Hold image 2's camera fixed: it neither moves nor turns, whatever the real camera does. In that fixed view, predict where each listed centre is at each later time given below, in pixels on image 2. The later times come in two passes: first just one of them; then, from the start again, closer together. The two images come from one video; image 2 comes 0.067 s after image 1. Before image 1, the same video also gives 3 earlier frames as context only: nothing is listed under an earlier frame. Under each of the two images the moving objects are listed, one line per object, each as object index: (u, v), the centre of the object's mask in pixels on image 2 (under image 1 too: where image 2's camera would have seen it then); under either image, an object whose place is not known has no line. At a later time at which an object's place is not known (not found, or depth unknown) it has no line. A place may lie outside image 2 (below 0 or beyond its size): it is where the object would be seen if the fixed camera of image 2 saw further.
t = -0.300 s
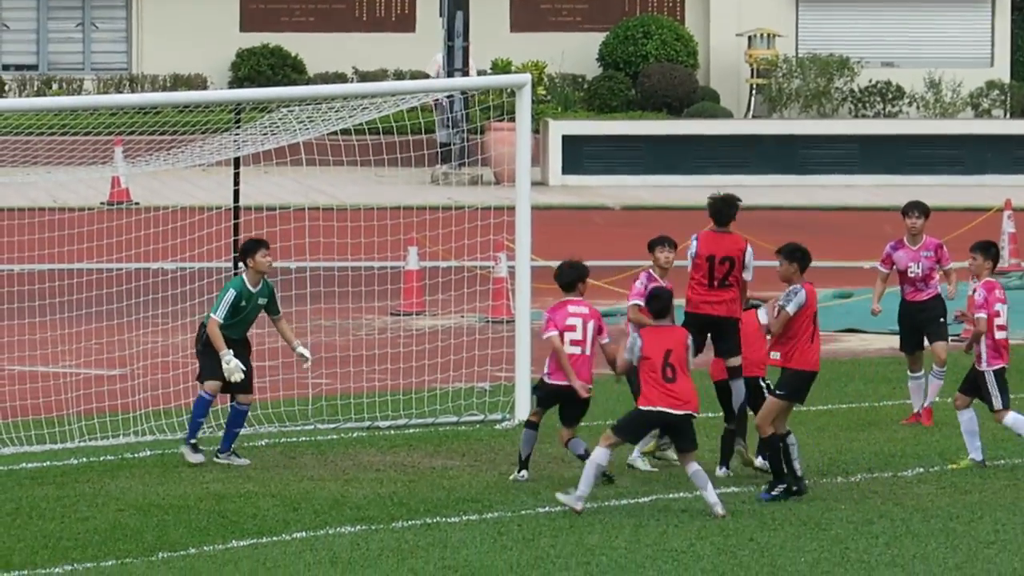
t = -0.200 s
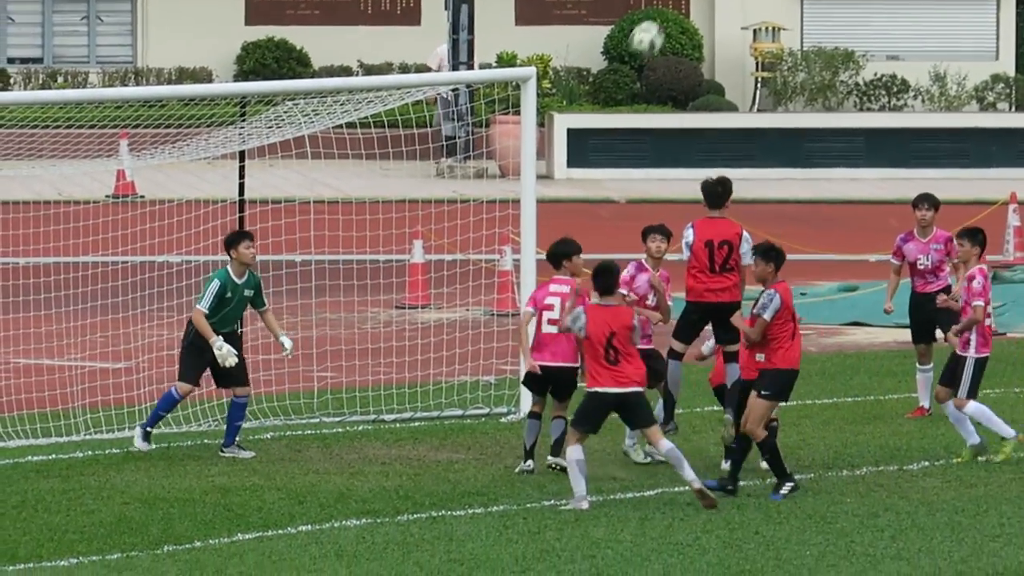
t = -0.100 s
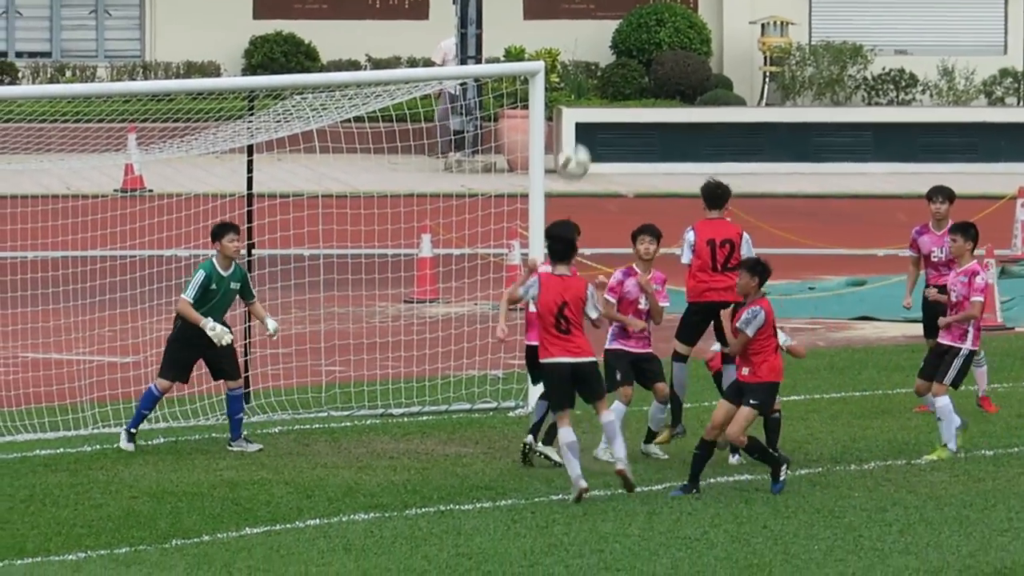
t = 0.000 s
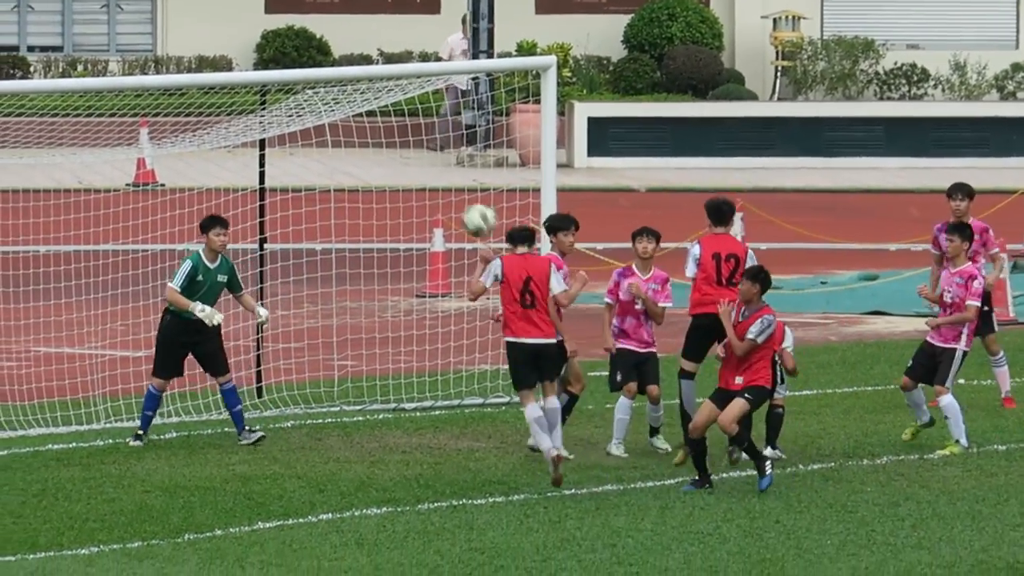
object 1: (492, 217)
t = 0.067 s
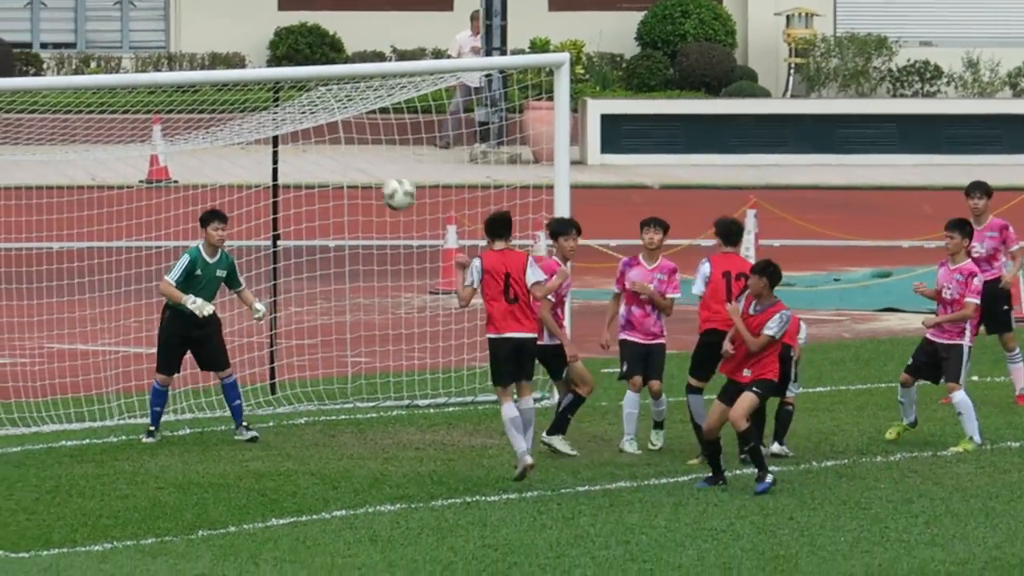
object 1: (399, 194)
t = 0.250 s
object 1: (150, 170)
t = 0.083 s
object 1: (376, 189)
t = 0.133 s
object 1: (307, 179)
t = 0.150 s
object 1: (284, 176)
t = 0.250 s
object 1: (150, 170)
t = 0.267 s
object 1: (128, 171)
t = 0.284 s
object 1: (105, 171)
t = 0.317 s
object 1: (60, 175)
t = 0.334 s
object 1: (38, 177)
